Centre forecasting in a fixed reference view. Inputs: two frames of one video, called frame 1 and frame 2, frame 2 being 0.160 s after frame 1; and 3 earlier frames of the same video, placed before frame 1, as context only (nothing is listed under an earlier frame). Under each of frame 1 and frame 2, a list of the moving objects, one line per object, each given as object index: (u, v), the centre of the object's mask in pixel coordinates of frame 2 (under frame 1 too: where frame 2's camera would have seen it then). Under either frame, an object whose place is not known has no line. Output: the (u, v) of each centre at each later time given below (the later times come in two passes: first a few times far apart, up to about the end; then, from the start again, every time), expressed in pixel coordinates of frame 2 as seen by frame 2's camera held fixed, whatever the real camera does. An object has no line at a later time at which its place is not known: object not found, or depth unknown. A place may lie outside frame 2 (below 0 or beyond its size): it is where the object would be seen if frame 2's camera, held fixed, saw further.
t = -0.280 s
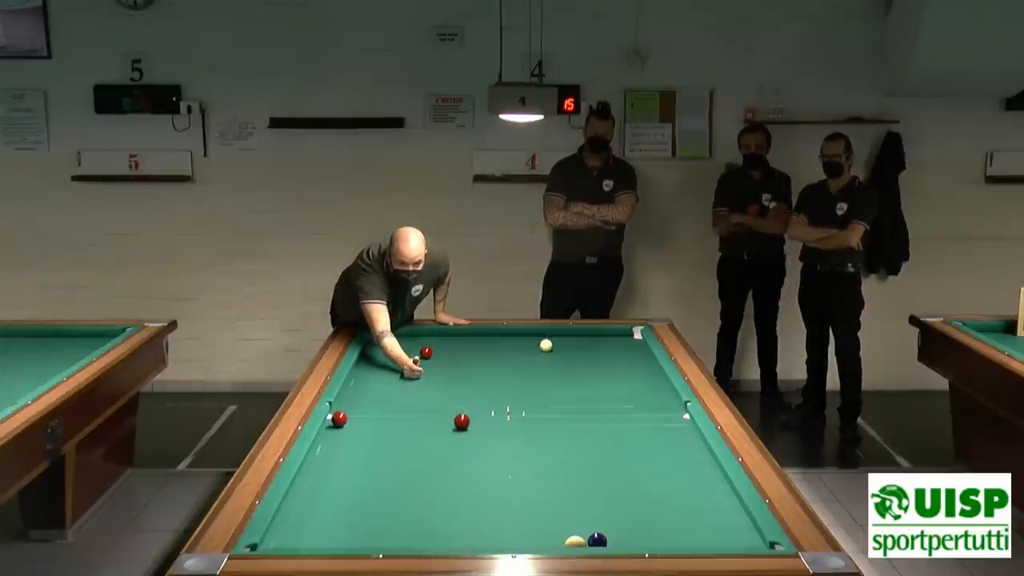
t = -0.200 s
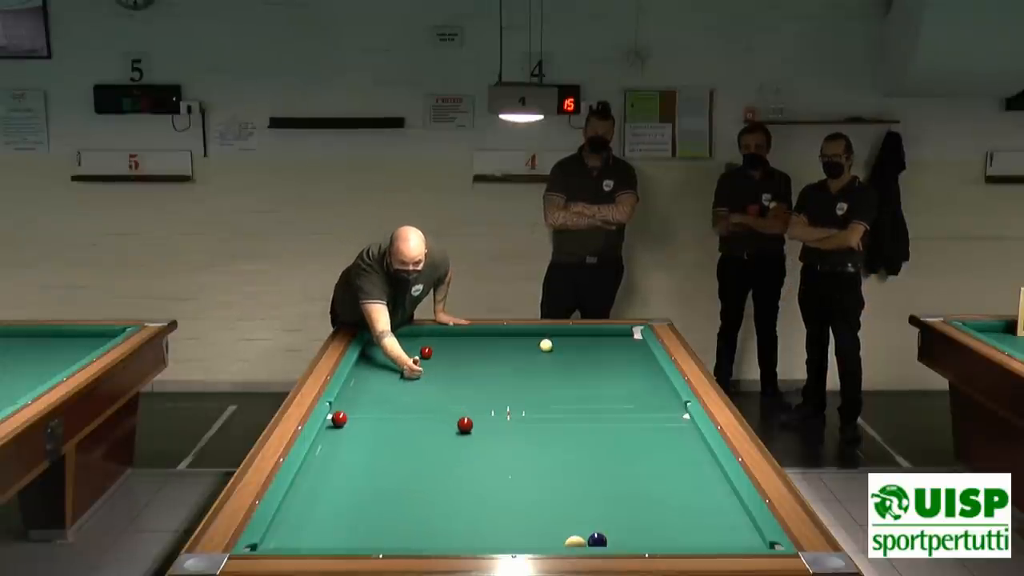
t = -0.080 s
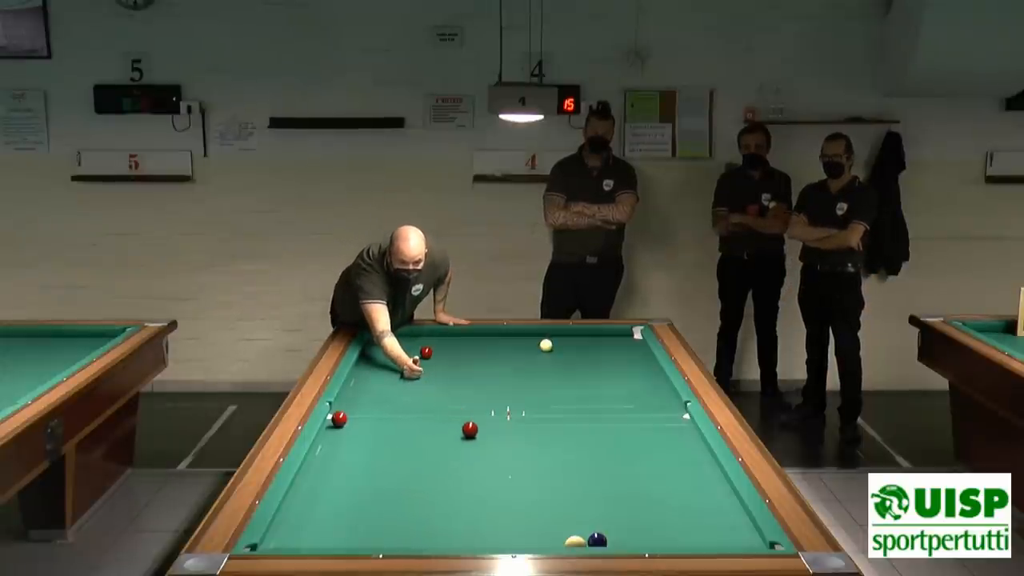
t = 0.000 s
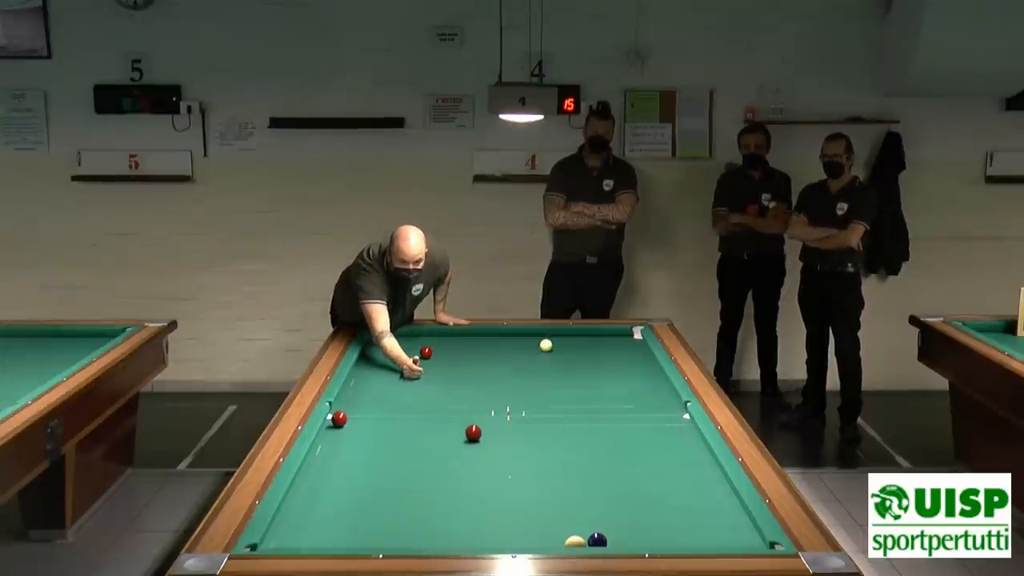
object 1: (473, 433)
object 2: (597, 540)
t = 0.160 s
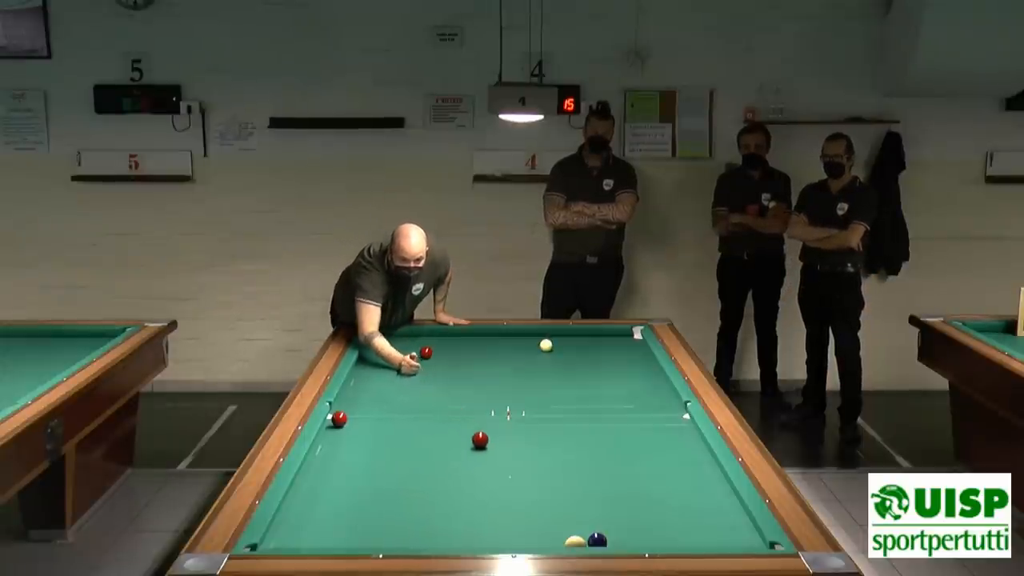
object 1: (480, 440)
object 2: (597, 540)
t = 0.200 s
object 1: (481, 442)
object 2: (597, 540)
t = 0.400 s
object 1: (490, 451)
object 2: (597, 540)
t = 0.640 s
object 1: (501, 461)
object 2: (597, 540)
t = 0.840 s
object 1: (510, 471)
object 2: (597, 540)
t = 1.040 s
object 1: (520, 480)
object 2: (597, 540)
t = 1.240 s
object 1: (530, 490)
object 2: (597, 540)
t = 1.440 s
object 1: (541, 500)
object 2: (597, 540)
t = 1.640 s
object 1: (552, 511)
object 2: (597, 540)
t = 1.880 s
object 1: (565, 524)
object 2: (597, 540)
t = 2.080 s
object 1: (577, 531)
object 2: (597, 540)
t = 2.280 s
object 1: (578, 536)
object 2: (611, 542)
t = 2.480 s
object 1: (580, 537)
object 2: (626, 544)
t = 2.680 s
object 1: (581, 537)
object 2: (639, 544)
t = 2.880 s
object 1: (581, 537)
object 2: (648, 544)
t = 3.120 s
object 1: (582, 538)
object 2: (659, 543)
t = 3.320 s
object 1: (582, 538)
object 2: (666, 542)
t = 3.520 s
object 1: (582, 538)
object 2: (674, 541)
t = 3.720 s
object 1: (582, 538)
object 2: (681, 540)
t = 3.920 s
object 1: (582, 538)
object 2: (687, 540)
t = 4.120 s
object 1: (582, 538)
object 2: (693, 539)
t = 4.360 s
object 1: (582, 538)
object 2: (699, 538)
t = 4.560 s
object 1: (582, 538)
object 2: (704, 538)
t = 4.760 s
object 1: (582, 538)
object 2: (708, 537)
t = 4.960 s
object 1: (581, 538)
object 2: (711, 537)
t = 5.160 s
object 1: (582, 538)
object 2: (714, 537)
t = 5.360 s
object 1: (582, 538)
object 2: (717, 536)
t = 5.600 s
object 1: (582, 538)
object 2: (719, 536)
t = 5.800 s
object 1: (582, 538)
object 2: (720, 536)
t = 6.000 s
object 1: (582, 538)
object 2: (721, 536)
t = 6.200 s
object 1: (582, 538)
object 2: (721, 536)
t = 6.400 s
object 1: (581, 538)
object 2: (721, 536)
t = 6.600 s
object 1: (581, 538)
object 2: (721, 536)
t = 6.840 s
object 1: (581, 538)
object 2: (721, 536)
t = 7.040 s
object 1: (582, 538)
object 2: (721, 536)
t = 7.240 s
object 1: (581, 538)
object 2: (721, 536)
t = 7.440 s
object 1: (581, 538)
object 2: (721, 536)
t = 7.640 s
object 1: (581, 538)
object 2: (721, 536)
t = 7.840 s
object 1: (582, 538)
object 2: (721, 536)
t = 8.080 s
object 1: (581, 538)
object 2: (721, 536)
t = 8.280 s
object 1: (581, 538)
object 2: (721, 536)
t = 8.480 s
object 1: (581, 538)
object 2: (721, 536)
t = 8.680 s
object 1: (581, 538)
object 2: (721, 536)
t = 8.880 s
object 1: (581, 538)
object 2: (721, 536)
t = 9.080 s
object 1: (581, 538)
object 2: (721, 536)
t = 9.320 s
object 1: (581, 538)
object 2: (721, 536)
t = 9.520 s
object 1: (581, 538)
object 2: (721, 536)
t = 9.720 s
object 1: (581, 538)
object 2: (721, 536)
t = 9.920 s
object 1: (581, 538)
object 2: (721, 536)
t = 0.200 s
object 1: (481, 442)
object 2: (597, 540)
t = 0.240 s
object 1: (483, 444)
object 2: (597, 540)
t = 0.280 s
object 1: (485, 445)
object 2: (597, 540)
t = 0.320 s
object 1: (486, 447)
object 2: (597, 540)
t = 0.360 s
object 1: (488, 449)
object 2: (597, 540)
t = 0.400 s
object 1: (490, 451)
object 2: (597, 540)
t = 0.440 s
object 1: (492, 452)
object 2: (597, 540)
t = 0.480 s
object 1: (494, 454)
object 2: (597, 540)
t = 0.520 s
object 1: (496, 456)
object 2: (597, 540)
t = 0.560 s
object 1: (497, 458)
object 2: (597, 540)
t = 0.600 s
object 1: (499, 460)
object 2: (597, 540)
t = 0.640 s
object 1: (501, 461)
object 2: (597, 540)
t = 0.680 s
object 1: (503, 463)
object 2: (597, 540)
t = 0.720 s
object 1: (505, 465)
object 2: (597, 540)
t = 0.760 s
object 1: (507, 467)
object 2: (597, 540)
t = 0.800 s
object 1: (508, 469)
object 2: (597, 540)
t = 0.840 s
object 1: (510, 471)
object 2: (597, 540)
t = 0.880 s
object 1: (512, 472)
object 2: (597, 540)
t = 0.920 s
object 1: (514, 474)
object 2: (597, 540)
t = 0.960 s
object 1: (516, 477)
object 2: (597, 540)
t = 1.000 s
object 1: (518, 478)
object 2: (597, 540)
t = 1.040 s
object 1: (520, 480)
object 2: (597, 540)
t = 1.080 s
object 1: (522, 482)
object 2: (597, 540)
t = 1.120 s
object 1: (524, 485)
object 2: (597, 540)
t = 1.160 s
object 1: (526, 486)
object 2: (597, 540)
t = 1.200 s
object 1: (528, 488)
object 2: (597, 540)
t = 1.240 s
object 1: (530, 490)
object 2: (597, 540)
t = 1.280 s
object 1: (532, 493)
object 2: (597, 540)
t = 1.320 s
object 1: (535, 495)
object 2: (597, 540)
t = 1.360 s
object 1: (537, 497)
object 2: (597, 540)
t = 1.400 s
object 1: (539, 498)
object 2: (597, 540)
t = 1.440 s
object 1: (541, 500)
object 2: (597, 540)
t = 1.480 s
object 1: (543, 503)
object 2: (597, 540)
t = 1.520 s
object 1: (545, 505)
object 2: (597, 540)
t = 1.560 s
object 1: (547, 507)
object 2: (597, 540)
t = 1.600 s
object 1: (550, 509)
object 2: (597, 540)
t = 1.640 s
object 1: (552, 511)
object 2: (597, 540)
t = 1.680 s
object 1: (554, 513)
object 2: (597, 540)
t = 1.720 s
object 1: (556, 515)
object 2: (597, 540)
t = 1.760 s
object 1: (558, 517)
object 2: (597, 540)
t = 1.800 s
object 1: (560, 520)
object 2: (597, 540)
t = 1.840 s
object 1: (563, 522)
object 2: (597, 540)
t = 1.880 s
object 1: (565, 524)
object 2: (597, 540)
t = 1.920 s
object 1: (567, 526)
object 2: (597, 540)
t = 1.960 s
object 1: (569, 527)
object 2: (597, 540)
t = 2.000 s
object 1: (571, 528)
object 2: (597, 540)
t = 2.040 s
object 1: (574, 530)
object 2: (597, 540)
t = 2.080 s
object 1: (577, 531)
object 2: (597, 540)
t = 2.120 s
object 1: (579, 532)
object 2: (598, 540)
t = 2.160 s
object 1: (578, 533)
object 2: (601, 541)
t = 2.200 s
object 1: (578, 534)
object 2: (605, 541)
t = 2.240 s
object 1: (578, 535)
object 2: (608, 541)
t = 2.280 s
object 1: (578, 536)
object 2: (611, 542)
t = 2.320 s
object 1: (579, 536)
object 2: (614, 542)
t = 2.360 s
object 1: (579, 536)
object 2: (617, 543)
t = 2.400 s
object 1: (579, 536)
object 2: (620, 543)
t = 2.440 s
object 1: (579, 537)
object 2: (623, 543)
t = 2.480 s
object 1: (580, 537)
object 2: (626, 544)
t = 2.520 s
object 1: (580, 537)
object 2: (629, 544)
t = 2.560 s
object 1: (580, 537)
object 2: (632, 545)
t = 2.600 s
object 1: (581, 537)
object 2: (635, 545)
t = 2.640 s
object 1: (581, 537)
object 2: (637, 544)
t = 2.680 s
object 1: (581, 537)
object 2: (639, 544)
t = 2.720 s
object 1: (581, 537)
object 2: (641, 544)
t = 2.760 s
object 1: (581, 537)
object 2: (643, 544)
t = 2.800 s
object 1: (581, 537)
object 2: (645, 544)
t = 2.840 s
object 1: (581, 537)
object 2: (647, 544)
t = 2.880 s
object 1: (581, 537)
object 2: (648, 544)
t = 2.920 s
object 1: (581, 537)
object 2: (650, 544)
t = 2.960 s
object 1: (581, 537)
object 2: (652, 543)
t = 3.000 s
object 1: (581, 537)
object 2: (654, 543)
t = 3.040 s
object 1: (581, 537)
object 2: (655, 543)
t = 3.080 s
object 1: (581, 537)
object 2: (657, 543)
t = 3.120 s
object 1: (582, 538)
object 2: (659, 543)
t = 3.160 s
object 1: (582, 538)
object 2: (660, 542)
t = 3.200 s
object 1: (582, 538)
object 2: (662, 542)
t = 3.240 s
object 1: (582, 538)
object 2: (663, 542)
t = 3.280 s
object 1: (582, 538)
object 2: (665, 542)
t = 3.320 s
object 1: (582, 538)
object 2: (666, 542)
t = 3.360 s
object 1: (582, 538)
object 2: (668, 541)
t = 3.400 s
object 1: (582, 538)
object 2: (669, 542)
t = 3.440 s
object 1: (582, 538)
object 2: (671, 541)
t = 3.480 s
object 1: (582, 538)
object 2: (672, 541)
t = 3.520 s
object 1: (582, 538)
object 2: (674, 541)
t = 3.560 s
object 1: (582, 538)
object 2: (675, 541)
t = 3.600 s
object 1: (582, 538)
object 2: (677, 541)
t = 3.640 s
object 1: (582, 538)
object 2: (678, 541)
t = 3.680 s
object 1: (582, 538)
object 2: (679, 541)
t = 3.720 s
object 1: (582, 538)
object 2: (681, 540)
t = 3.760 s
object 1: (582, 538)
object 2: (682, 540)
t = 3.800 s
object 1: (582, 538)
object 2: (683, 540)
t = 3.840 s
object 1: (582, 538)
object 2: (684, 540)
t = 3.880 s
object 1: (582, 538)
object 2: (686, 540)
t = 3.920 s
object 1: (582, 538)
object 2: (687, 540)
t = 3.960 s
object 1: (582, 538)
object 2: (688, 540)
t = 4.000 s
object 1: (582, 538)
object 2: (689, 539)
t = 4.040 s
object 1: (582, 538)
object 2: (690, 539)
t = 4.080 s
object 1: (582, 538)
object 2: (691, 539)
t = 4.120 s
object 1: (582, 538)
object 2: (693, 539)
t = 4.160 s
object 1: (582, 538)
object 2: (693, 539)
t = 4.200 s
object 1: (582, 538)
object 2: (695, 539)
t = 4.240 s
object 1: (582, 538)
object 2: (696, 539)
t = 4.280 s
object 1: (582, 538)
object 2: (697, 539)
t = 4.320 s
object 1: (582, 538)
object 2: (698, 539)
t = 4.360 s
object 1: (582, 538)
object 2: (699, 538)
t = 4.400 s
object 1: (582, 538)
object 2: (700, 538)
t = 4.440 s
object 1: (582, 538)
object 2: (701, 538)
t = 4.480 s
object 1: (582, 538)
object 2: (702, 538)
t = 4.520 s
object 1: (582, 538)
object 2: (703, 538)
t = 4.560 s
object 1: (582, 538)
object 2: (704, 538)
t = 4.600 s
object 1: (582, 538)
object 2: (705, 538)
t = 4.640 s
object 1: (582, 538)
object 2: (705, 538)
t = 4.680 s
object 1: (582, 538)
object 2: (706, 538)
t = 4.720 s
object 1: (582, 538)
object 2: (707, 537)
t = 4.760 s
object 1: (582, 538)
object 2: (708, 537)
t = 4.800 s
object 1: (582, 538)
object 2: (708, 537)
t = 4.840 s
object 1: (582, 538)
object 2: (709, 537)
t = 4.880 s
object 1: (581, 538)
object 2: (710, 537)
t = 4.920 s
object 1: (581, 538)
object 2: (711, 537)
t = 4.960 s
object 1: (581, 538)
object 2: (711, 537)
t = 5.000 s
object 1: (582, 538)
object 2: (712, 537)
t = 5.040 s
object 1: (582, 538)
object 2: (712, 537)
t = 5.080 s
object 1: (582, 538)
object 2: (713, 537)
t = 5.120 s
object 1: (582, 538)
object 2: (714, 537)
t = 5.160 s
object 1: (582, 538)
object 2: (714, 537)
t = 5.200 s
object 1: (582, 538)
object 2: (715, 537)
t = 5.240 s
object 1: (582, 538)
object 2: (715, 536)
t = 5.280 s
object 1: (582, 538)
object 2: (716, 536)
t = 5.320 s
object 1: (582, 538)
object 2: (716, 536)
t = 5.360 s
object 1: (582, 538)
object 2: (717, 536)
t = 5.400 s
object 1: (582, 538)
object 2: (717, 536)
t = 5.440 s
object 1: (582, 538)
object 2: (717, 536)
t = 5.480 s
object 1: (582, 538)
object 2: (718, 536)
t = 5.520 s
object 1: (582, 538)
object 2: (718, 536)
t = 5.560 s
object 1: (582, 538)
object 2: (718, 536)
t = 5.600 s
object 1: (582, 538)
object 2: (719, 536)
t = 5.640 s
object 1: (582, 538)
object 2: (719, 536)
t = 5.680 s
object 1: (582, 538)
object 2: (719, 536)
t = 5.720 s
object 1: (582, 538)
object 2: (720, 536)
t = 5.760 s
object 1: (582, 538)
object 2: (720, 536)
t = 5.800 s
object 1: (582, 538)
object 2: (720, 536)
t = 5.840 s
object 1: (582, 538)
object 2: (720, 536)
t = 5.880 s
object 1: (582, 538)
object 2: (720, 536)
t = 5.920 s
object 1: (582, 538)
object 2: (721, 536)
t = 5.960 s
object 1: (582, 538)
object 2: (721, 536)
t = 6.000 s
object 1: (582, 538)
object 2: (721, 536)
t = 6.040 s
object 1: (582, 538)
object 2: (721, 536)
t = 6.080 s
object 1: (582, 538)
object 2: (721, 536)
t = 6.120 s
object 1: (582, 538)
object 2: (721, 536)
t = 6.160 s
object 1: (582, 538)
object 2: (721, 536)
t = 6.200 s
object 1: (582, 538)
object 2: (721, 536)
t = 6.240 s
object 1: (582, 538)
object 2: (721, 536)
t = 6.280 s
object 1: (581, 538)
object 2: (721, 536)
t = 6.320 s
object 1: (581, 538)
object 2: (721, 536)
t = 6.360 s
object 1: (581, 538)
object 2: (721, 536)
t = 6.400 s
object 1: (581, 538)
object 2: (721, 536)
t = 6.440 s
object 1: (581, 538)
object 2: (721, 536)
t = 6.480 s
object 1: (581, 538)
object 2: (721, 536)
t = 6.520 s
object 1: (581, 538)
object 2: (721, 536)
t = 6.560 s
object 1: (581, 538)
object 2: (721, 536)
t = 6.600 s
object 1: (581, 538)
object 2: (721, 536)
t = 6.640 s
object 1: (581, 538)
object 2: (721, 536)
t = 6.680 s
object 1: (581, 538)
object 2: (721, 536)
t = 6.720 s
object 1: (581, 538)
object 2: (721, 536)
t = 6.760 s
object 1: (581, 538)
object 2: (721, 536)
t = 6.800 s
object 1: (581, 538)
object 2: (721, 536)
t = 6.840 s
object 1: (581, 538)
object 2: (721, 536)
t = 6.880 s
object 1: (582, 538)
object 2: (721, 536)
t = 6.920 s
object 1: (582, 538)
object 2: (721, 536)
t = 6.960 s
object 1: (582, 538)
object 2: (721, 536)
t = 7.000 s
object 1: (581, 538)
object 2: (721, 536)
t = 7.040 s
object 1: (582, 538)
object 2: (721, 536)
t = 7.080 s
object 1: (581, 538)
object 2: (721, 536)
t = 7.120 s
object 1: (581, 538)
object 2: (721, 536)
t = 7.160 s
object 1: (581, 538)
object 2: (721, 536)
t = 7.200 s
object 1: (582, 538)
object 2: (721, 536)
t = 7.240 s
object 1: (581, 538)
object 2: (721, 536)
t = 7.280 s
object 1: (582, 538)
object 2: (721, 536)
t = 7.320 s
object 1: (581, 538)
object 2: (721, 536)
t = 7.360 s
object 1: (581, 538)
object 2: (721, 536)
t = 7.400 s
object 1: (581, 538)
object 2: (721, 536)
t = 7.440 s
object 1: (581, 538)
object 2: (721, 536)
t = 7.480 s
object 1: (581, 538)
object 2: (721, 536)
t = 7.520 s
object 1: (581, 538)
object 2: (721, 536)
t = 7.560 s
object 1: (581, 538)
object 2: (721, 536)
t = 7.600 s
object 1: (581, 538)
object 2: (721, 536)
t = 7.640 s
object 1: (581, 538)
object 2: (721, 536)
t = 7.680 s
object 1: (581, 538)
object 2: (721, 536)
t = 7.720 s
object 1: (581, 538)
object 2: (721, 536)
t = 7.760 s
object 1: (581, 538)
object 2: (721, 536)
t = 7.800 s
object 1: (581, 538)
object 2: (721, 536)
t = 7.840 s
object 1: (582, 538)
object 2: (721, 536)
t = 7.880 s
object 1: (582, 538)
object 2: (721, 536)
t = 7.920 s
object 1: (581, 538)
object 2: (721, 536)
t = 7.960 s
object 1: (581, 538)
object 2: (721, 536)
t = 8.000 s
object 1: (581, 538)
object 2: (721, 536)
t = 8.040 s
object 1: (581, 538)
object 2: (721, 536)
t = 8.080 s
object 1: (581, 538)
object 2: (721, 536)
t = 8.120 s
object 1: (581, 538)
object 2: (721, 536)
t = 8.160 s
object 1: (581, 538)
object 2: (721, 536)
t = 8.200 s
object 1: (581, 538)
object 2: (721, 536)
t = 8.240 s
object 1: (581, 538)
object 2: (721, 536)
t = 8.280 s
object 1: (581, 538)
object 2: (721, 536)
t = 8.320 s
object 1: (581, 538)
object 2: (721, 536)
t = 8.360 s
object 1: (581, 538)
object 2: (721, 536)
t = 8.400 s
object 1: (581, 538)
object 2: (721, 536)
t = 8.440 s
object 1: (581, 538)
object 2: (721, 536)
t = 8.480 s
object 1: (581, 538)
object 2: (721, 536)
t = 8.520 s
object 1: (581, 538)
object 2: (721, 536)
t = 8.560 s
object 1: (581, 538)
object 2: (721, 536)
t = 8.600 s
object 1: (581, 538)
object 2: (721, 536)
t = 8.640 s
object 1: (581, 538)
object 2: (721, 536)
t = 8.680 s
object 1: (581, 538)
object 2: (721, 536)
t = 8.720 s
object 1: (581, 538)
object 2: (721, 536)
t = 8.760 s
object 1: (581, 538)
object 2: (721, 536)
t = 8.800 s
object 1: (581, 538)
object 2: (721, 536)
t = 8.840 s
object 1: (581, 538)
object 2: (721, 536)
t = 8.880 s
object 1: (581, 538)
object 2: (721, 536)
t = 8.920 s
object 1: (581, 538)
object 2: (721, 536)
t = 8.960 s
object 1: (581, 538)
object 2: (721, 536)
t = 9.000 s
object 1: (581, 538)
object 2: (721, 536)
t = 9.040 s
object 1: (581, 538)
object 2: (721, 536)
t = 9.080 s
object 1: (581, 538)
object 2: (721, 536)
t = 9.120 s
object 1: (581, 538)
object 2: (721, 536)
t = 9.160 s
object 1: (581, 538)
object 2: (721, 536)
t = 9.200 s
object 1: (581, 538)
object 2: (721, 536)
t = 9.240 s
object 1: (582, 538)
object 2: (721, 536)
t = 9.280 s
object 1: (581, 538)
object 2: (721, 536)
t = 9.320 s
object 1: (581, 538)
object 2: (721, 536)
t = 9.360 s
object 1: (582, 538)
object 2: (721, 536)
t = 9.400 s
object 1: (582, 538)
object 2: (721, 536)
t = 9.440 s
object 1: (582, 538)
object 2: (721, 536)
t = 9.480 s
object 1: (581, 538)
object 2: (721, 536)
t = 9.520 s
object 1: (581, 538)
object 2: (721, 536)
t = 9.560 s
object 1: (581, 538)
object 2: (721, 536)
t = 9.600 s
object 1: (581, 538)
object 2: (721, 536)
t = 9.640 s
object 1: (581, 538)
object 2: (721, 536)
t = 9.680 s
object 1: (581, 538)
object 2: (721, 536)
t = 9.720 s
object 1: (581, 538)
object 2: (721, 536)
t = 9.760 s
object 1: (582, 538)
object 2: (721, 536)
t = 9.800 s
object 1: (581, 538)
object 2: (721, 536)
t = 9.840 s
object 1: (581, 538)
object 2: (721, 536)
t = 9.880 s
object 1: (581, 538)
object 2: (721, 536)
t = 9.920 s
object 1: (581, 538)
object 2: (721, 536)
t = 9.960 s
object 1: (581, 538)
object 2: (721, 536)
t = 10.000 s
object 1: (581, 538)
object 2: (721, 536)
